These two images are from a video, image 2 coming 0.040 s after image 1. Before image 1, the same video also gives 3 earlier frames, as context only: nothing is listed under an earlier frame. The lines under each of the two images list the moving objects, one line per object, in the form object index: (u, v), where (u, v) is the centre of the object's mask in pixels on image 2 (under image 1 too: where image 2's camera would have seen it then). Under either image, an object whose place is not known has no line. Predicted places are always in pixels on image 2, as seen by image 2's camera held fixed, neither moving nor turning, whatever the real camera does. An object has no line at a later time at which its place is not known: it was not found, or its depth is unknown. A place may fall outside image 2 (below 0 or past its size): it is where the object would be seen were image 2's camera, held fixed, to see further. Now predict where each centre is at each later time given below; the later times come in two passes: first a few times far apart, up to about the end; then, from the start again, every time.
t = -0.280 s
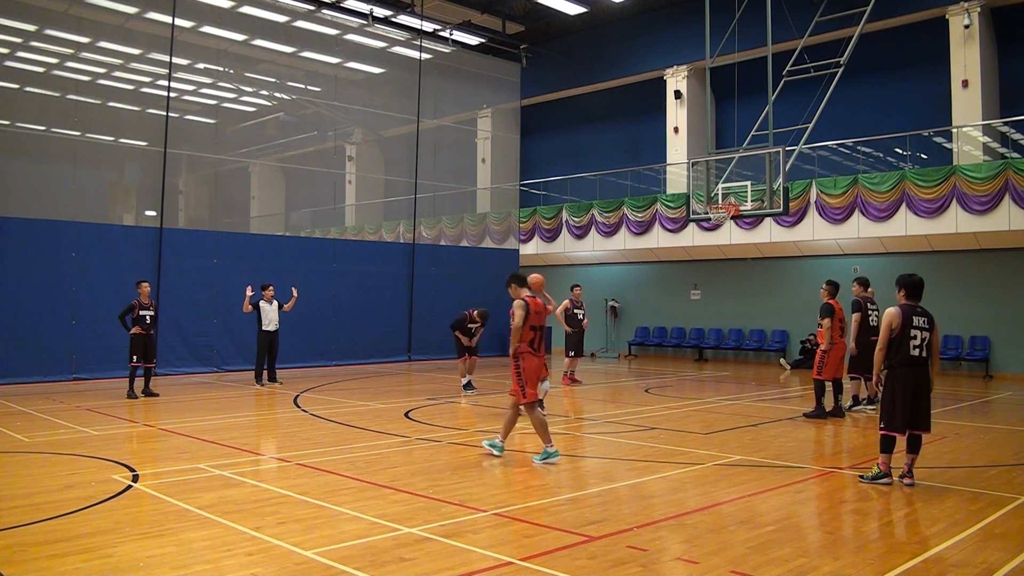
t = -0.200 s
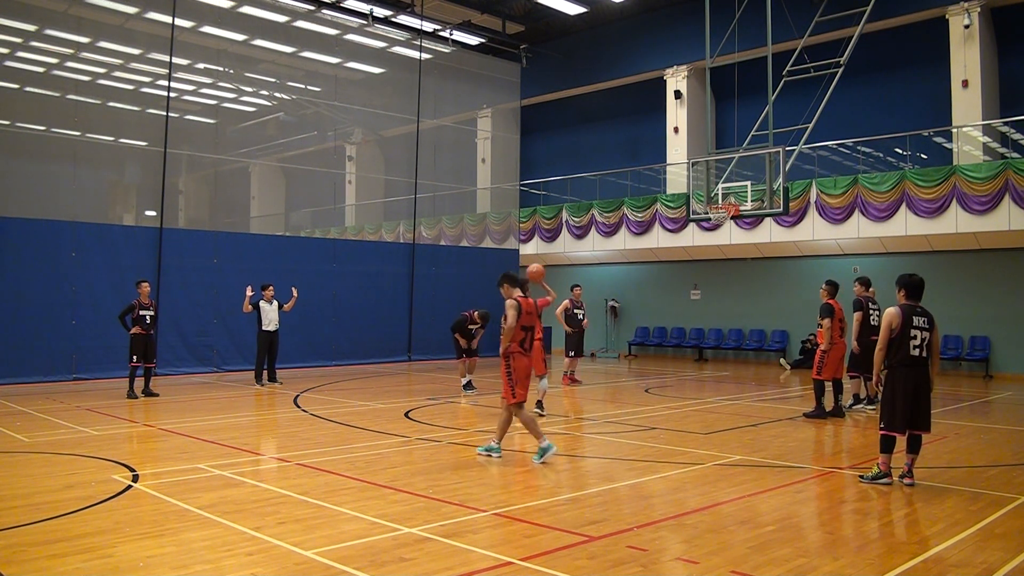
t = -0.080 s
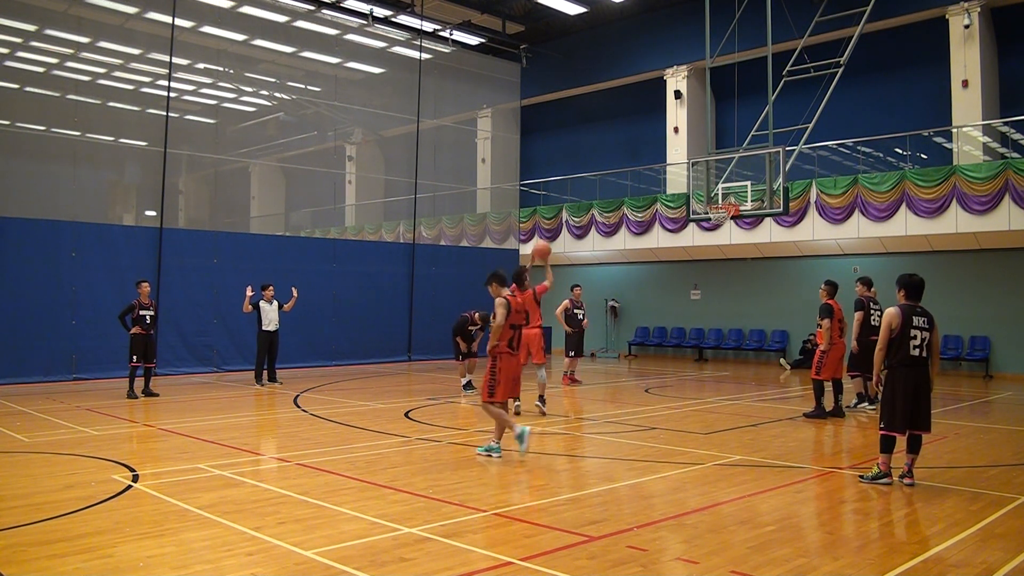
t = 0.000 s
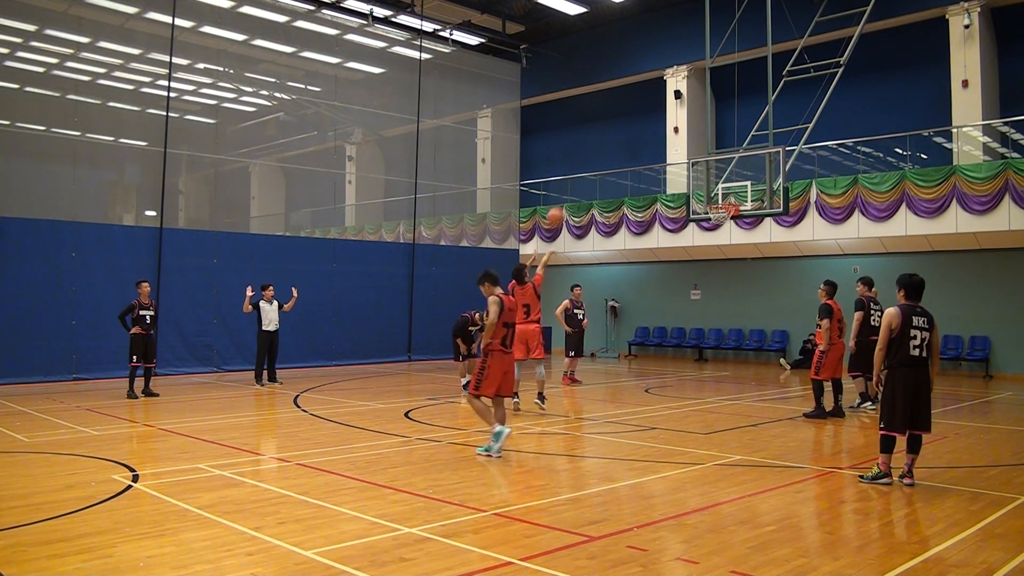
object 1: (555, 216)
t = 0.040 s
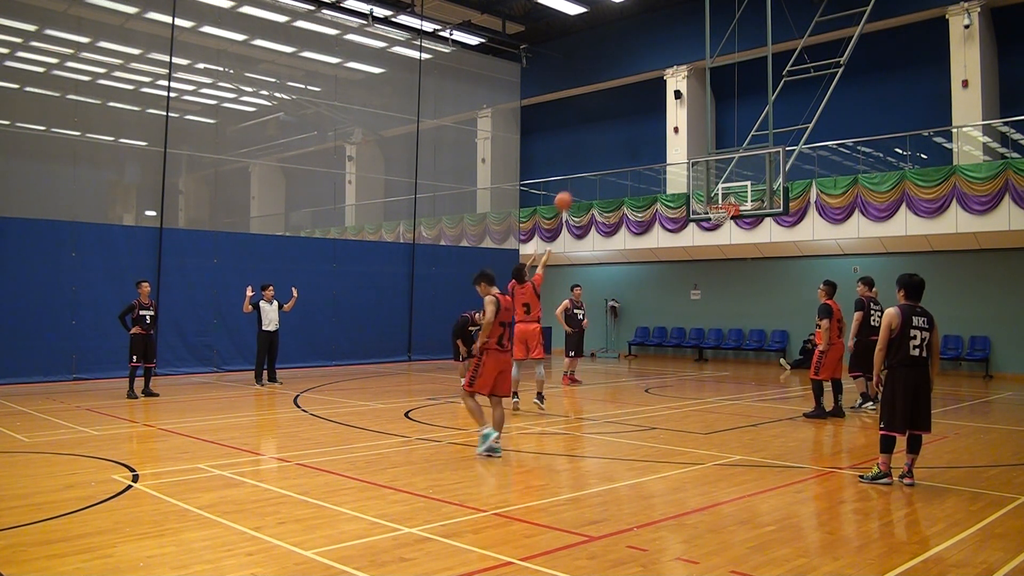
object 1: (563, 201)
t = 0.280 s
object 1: (606, 136)
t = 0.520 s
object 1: (645, 113)
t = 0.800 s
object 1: (685, 133)
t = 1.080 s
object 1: (721, 197)
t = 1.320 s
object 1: (734, 196)
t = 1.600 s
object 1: (719, 215)
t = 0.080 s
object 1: (571, 187)
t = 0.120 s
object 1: (578, 174)
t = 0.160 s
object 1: (585, 163)
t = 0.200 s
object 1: (592, 153)
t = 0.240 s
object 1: (599, 144)
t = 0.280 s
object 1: (606, 136)
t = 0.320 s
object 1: (613, 129)
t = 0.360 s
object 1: (620, 124)
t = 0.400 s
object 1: (626, 119)
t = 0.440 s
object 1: (632, 116)
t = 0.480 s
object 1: (639, 114)
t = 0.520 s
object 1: (645, 113)
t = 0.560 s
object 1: (651, 113)
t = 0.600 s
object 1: (657, 114)
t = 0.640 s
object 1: (662, 116)
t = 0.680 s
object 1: (668, 118)
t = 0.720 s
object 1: (674, 123)
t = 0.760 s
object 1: (679, 127)
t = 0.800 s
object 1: (685, 133)
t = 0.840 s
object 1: (690, 140)
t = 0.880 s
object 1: (696, 147)
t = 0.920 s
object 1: (701, 155)
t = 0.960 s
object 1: (706, 165)
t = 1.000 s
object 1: (711, 175)
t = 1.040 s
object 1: (716, 185)
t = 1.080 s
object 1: (721, 197)
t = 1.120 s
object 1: (723, 195)
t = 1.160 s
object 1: (725, 194)
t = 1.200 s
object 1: (728, 193)
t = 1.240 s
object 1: (731, 193)
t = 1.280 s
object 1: (732, 194)
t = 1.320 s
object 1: (734, 196)
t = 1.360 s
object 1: (733, 196)
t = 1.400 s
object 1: (730, 197)
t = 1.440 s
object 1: (729, 198)
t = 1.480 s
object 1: (726, 200)
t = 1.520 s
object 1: (724, 201)
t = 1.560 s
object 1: (722, 210)
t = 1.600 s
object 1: (719, 215)
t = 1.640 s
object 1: (717, 219)
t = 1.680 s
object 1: (716, 223)
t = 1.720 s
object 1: (714, 228)
